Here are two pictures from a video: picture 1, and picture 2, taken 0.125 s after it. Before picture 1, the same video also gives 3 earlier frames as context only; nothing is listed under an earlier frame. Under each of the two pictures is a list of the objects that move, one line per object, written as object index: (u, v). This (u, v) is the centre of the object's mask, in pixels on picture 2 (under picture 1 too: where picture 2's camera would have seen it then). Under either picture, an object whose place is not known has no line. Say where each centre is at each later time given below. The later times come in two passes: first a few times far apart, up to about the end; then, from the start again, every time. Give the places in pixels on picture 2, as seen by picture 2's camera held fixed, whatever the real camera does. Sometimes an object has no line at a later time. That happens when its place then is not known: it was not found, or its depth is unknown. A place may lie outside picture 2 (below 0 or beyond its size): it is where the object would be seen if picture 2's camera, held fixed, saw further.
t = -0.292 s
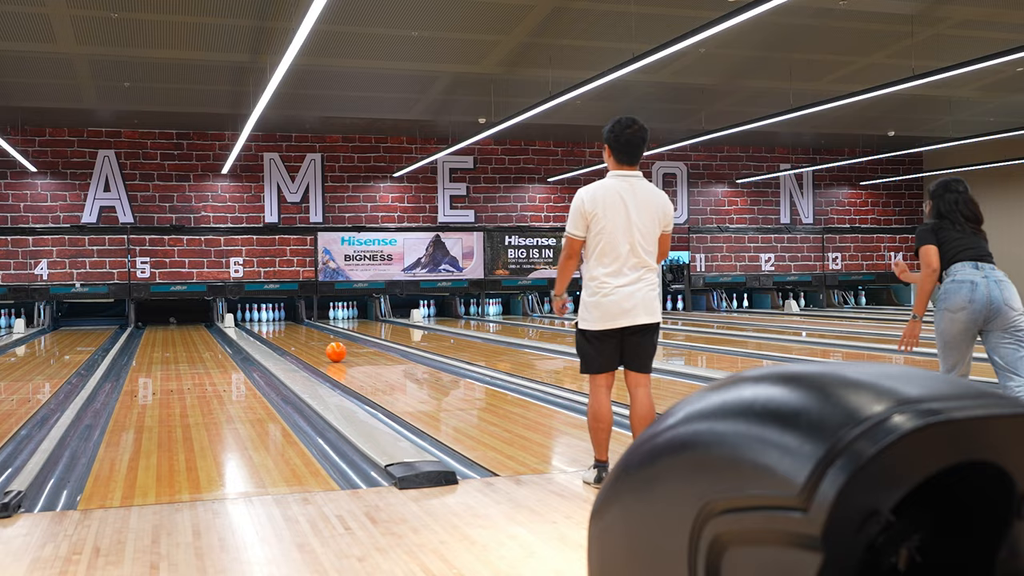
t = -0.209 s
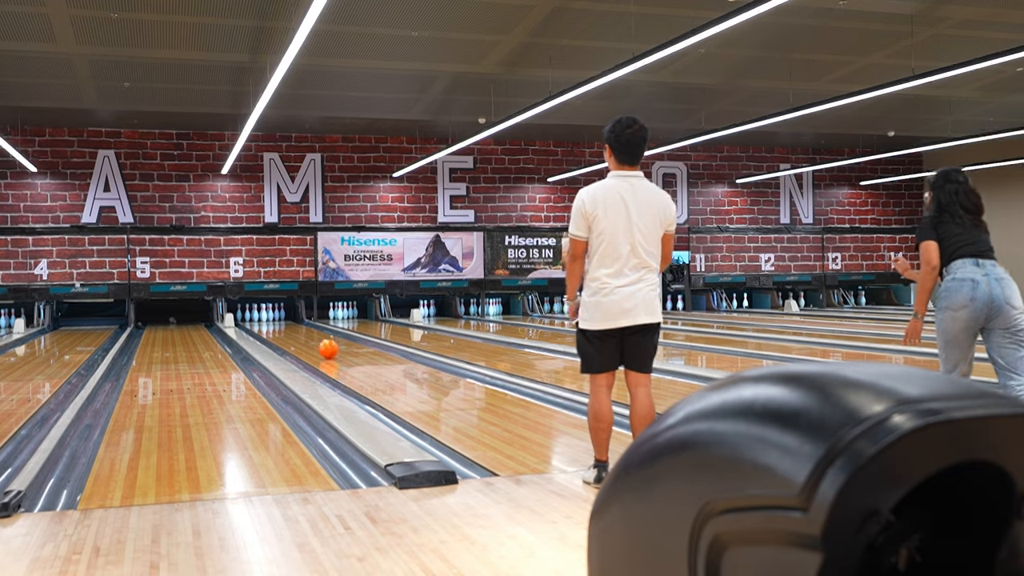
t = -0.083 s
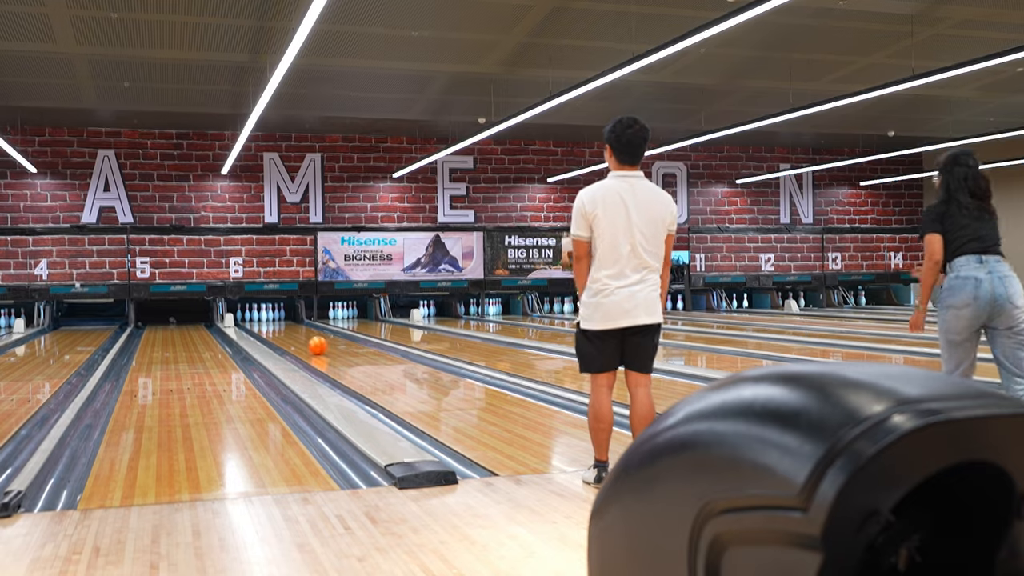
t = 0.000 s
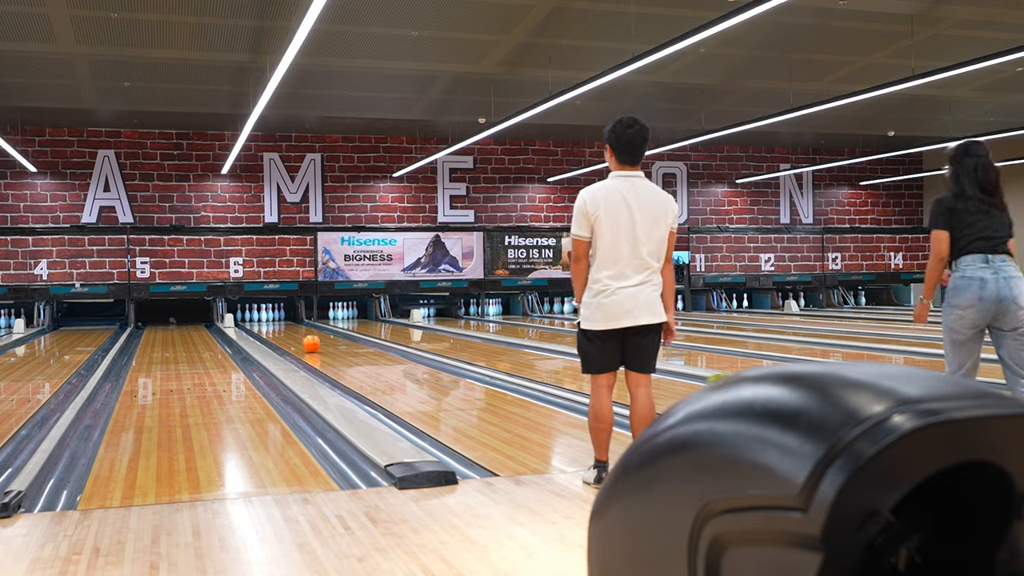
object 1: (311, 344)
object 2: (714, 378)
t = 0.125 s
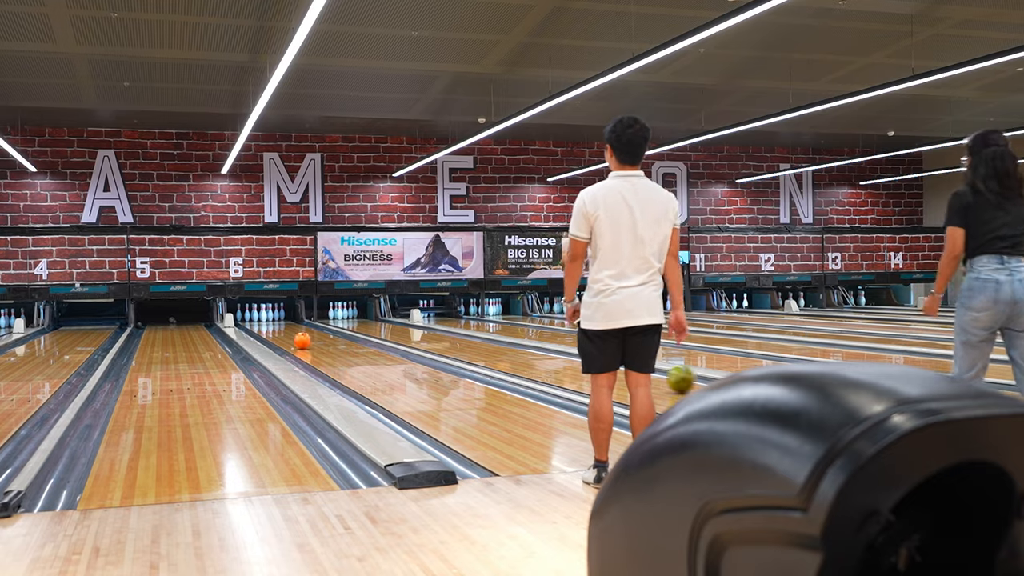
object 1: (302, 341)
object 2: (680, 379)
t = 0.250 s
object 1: (294, 338)
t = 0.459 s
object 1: (283, 334)
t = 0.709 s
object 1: (271, 330)
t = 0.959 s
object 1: (261, 327)
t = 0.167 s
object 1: (299, 340)
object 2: (668, 376)
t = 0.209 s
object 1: (297, 339)
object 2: (661, 375)
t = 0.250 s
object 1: (294, 338)
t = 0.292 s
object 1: (292, 337)
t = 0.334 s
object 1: (290, 336)
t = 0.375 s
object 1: (287, 336)
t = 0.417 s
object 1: (285, 335)
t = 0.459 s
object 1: (283, 334)
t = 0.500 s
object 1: (280, 334)
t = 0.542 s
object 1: (278, 333)
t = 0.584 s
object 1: (276, 332)
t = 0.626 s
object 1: (275, 332)
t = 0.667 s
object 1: (273, 331)
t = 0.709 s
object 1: (271, 330)
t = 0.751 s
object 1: (269, 330)
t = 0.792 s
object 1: (268, 329)
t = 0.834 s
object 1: (266, 328)
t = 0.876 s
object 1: (264, 328)
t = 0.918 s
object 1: (263, 328)
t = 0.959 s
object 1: (261, 327)
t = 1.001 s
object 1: (260, 327)
